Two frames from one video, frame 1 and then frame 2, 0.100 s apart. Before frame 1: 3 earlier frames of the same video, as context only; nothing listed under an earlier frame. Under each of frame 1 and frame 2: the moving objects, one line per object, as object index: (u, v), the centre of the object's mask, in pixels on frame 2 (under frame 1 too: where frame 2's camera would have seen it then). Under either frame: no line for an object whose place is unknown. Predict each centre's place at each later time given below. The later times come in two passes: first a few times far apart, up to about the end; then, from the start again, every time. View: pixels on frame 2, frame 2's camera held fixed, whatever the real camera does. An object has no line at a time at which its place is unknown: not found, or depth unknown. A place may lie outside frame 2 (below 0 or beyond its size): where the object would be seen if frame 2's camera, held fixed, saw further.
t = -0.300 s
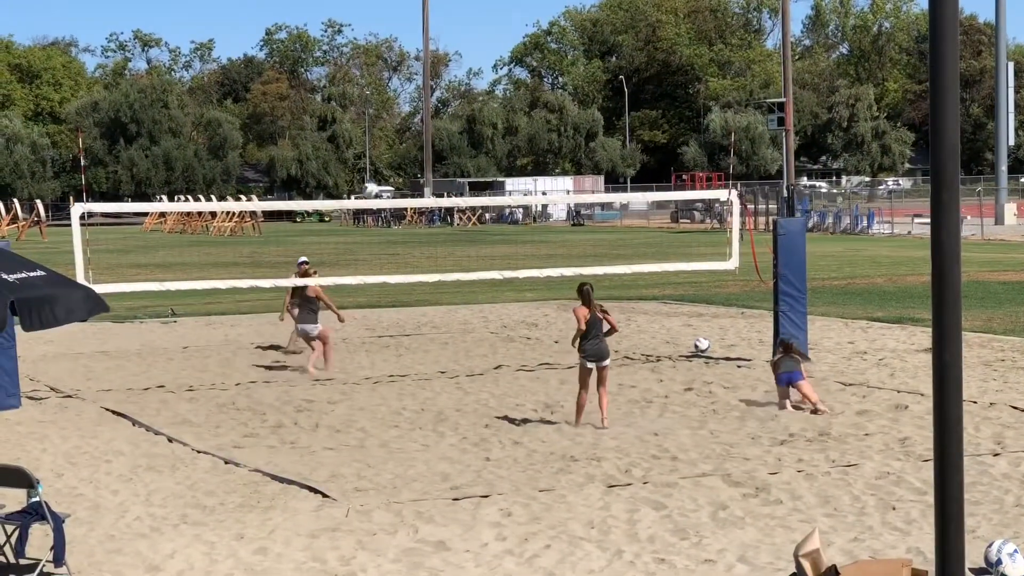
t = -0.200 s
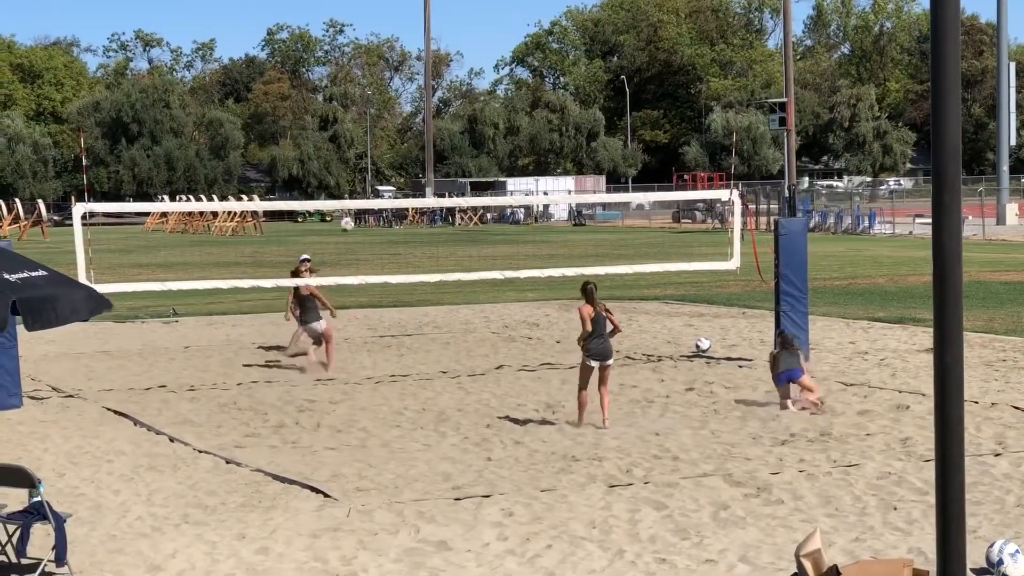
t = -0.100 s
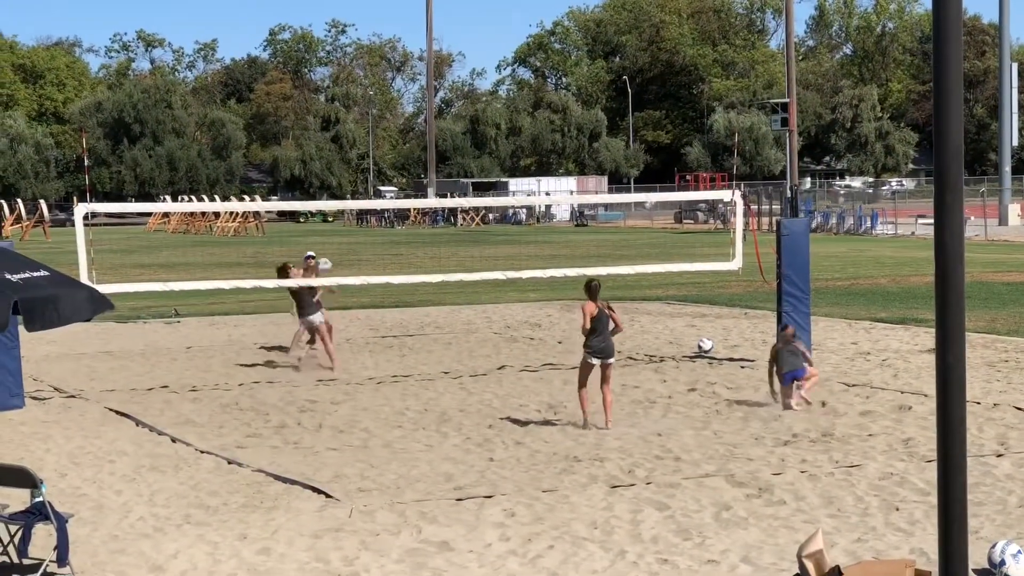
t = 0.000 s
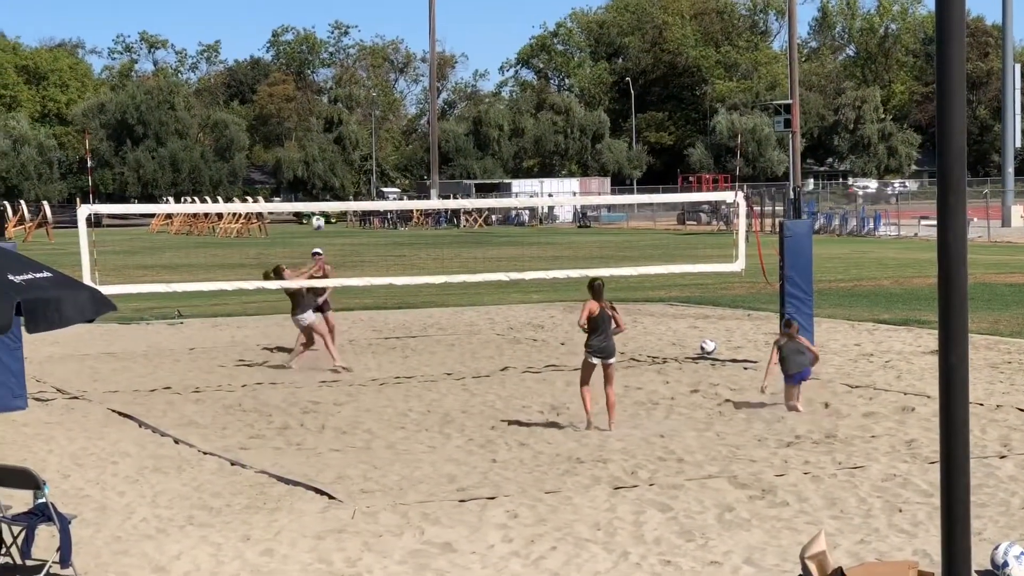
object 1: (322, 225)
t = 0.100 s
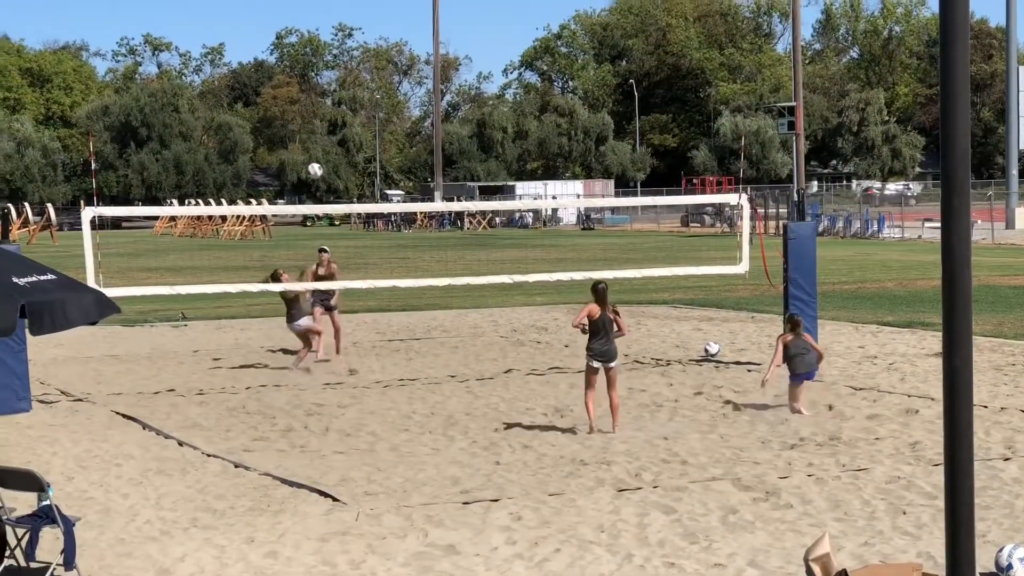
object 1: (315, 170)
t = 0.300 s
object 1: (305, 84)
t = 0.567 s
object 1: (291, 16)
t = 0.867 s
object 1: (277, 2)
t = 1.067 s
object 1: (268, 30)
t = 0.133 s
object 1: (313, 154)
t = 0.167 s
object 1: (312, 138)
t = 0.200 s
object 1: (310, 123)
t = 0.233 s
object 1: (308, 109)
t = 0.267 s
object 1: (306, 96)
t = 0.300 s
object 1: (305, 84)
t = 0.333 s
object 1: (303, 72)
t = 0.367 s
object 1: (302, 62)
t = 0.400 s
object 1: (300, 52)
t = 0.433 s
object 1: (298, 44)
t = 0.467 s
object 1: (297, 34)
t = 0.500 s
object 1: (295, 28)
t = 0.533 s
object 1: (293, 22)
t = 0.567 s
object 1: (291, 16)
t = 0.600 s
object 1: (289, 11)
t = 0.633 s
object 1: (287, 7)
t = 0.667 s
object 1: (286, 3)
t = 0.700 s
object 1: (285, 1)
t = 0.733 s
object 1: (283, -1)
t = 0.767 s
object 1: (282, -1)
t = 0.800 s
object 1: (280, -1)
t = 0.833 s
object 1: (279, 0)
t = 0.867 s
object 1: (277, 2)
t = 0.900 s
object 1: (276, 4)
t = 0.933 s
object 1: (275, 8)
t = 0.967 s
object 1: (273, 12)
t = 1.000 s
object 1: (271, 17)
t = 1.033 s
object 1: (270, 23)
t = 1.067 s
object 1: (268, 30)
